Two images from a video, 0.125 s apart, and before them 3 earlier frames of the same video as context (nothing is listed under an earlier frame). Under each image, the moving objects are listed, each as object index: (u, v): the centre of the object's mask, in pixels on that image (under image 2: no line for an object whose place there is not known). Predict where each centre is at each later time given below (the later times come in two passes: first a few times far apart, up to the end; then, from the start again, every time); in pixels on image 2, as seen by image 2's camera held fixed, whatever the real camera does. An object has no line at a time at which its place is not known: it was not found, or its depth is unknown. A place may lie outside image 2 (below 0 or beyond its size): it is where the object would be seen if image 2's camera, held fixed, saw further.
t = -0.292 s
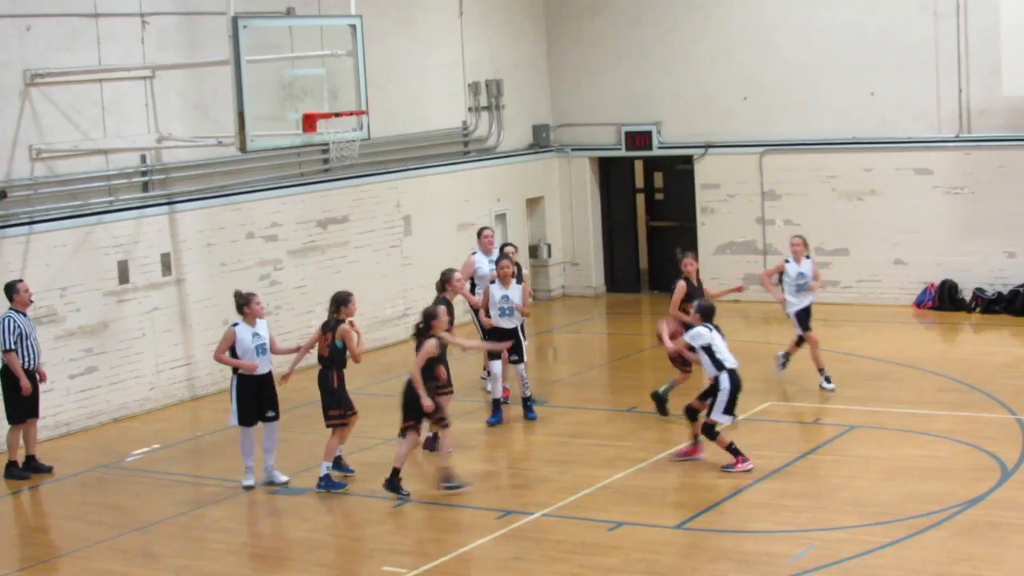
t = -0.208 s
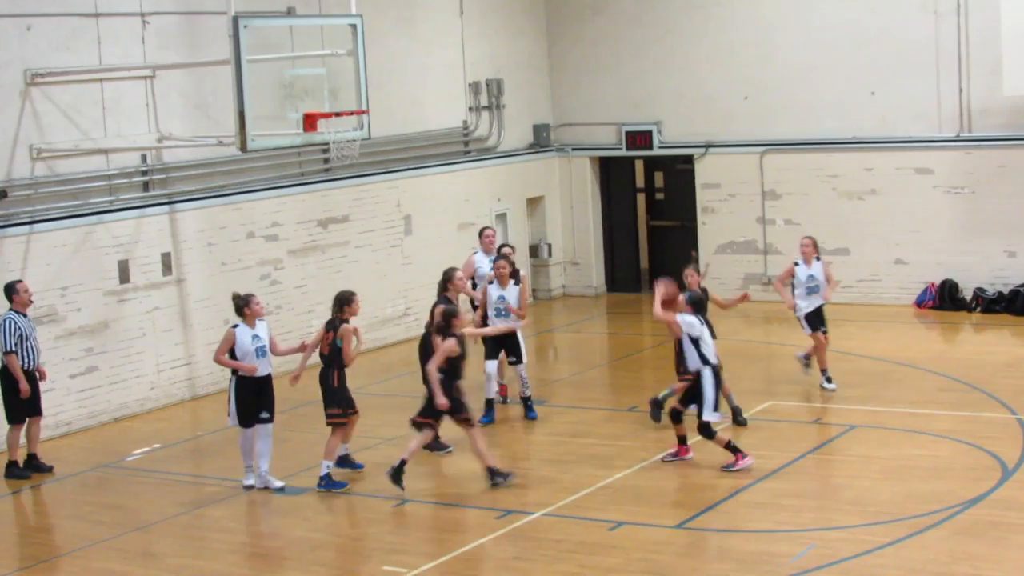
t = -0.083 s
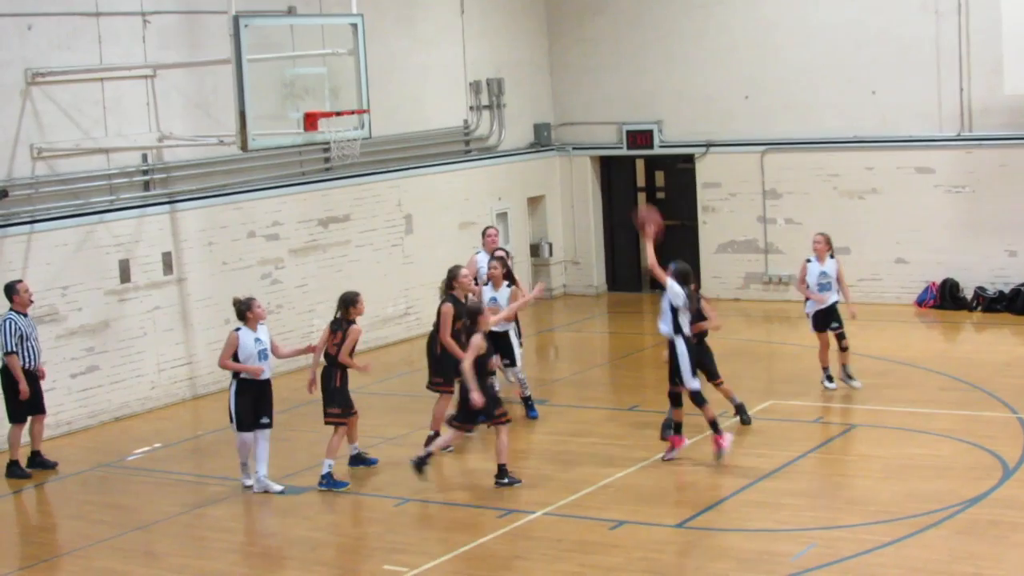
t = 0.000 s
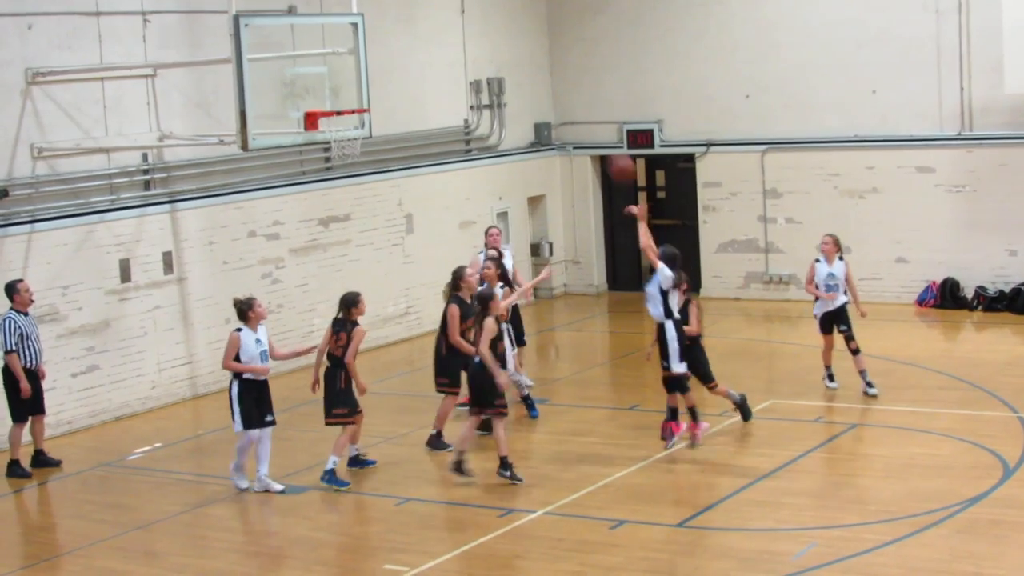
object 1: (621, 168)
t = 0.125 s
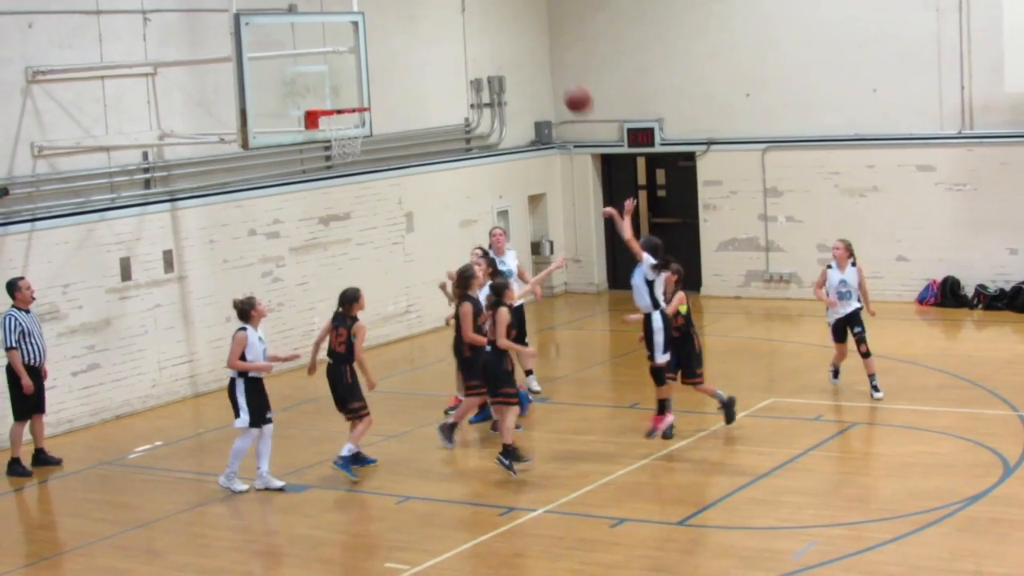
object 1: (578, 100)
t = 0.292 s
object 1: (523, 41)
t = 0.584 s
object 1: (435, 15)
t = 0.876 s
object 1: (358, 81)
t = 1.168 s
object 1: (356, 99)
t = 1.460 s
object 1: (339, 101)
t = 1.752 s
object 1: (339, 145)
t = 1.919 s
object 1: (354, 185)
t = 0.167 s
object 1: (564, 82)
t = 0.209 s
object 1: (550, 67)
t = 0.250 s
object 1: (536, 53)
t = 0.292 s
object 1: (523, 41)
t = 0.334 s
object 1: (510, 32)
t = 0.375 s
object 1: (497, 23)
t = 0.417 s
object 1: (484, 18)
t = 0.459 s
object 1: (471, 15)
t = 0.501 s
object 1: (459, 14)
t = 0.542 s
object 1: (447, 14)
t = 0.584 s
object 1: (435, 15)
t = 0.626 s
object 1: (423, 18)
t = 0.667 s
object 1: (412, 24)
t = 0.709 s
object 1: (400, 32)
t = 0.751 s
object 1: (389, 41)
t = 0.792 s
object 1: (379, 53)
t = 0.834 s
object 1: (369, 66)
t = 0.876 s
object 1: (358, 81)
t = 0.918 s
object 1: (347, 97)
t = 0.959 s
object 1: (341, 99)
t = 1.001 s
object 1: (335, 102)
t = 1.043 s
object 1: (334, 102)
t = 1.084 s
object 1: (343, 101)
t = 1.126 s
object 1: (352, 100)
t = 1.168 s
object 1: (356, 99)
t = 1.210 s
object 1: (354, 97)
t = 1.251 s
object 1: (353, 96)
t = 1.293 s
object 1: (351, 97)
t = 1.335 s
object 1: (350, 98)
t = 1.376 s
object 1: (347, 100)
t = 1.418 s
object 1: (343, 100)
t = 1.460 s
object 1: (339, 101)
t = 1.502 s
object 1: (336, 108)
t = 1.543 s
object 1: (333, 115)
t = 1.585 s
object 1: (332, 123)
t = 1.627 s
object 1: (332, 127)
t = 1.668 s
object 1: (334, 134)
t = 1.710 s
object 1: (337, 139)
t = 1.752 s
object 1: (339, 145)
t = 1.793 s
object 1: (343, 151)
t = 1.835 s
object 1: (347, 160)
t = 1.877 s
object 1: (350, 172)
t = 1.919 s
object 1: (354, 185)
